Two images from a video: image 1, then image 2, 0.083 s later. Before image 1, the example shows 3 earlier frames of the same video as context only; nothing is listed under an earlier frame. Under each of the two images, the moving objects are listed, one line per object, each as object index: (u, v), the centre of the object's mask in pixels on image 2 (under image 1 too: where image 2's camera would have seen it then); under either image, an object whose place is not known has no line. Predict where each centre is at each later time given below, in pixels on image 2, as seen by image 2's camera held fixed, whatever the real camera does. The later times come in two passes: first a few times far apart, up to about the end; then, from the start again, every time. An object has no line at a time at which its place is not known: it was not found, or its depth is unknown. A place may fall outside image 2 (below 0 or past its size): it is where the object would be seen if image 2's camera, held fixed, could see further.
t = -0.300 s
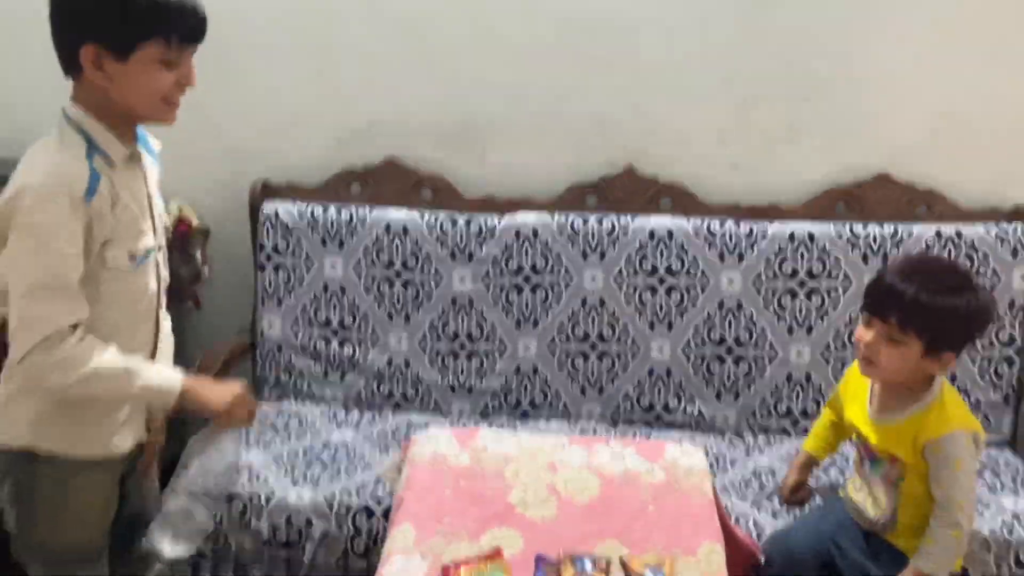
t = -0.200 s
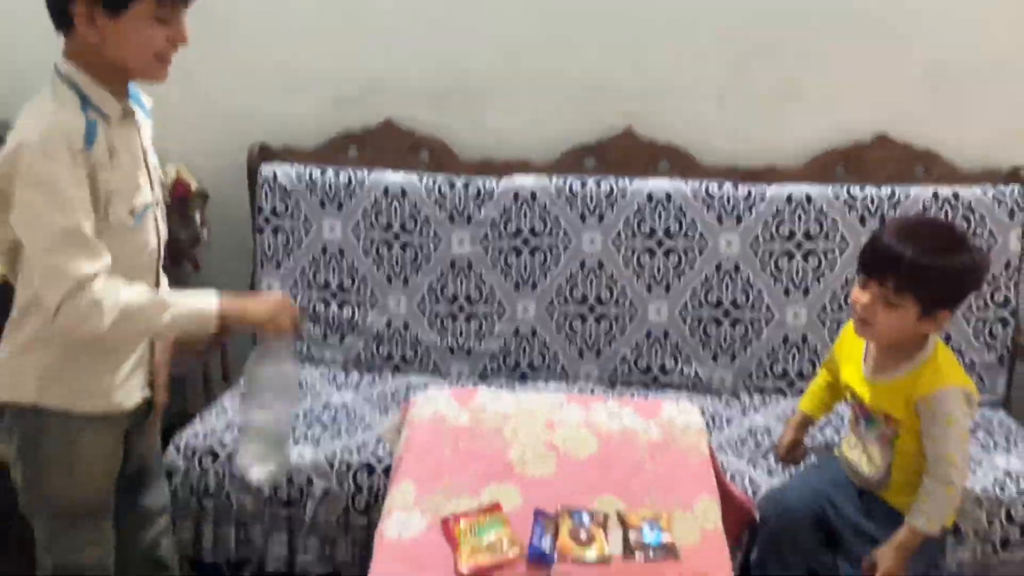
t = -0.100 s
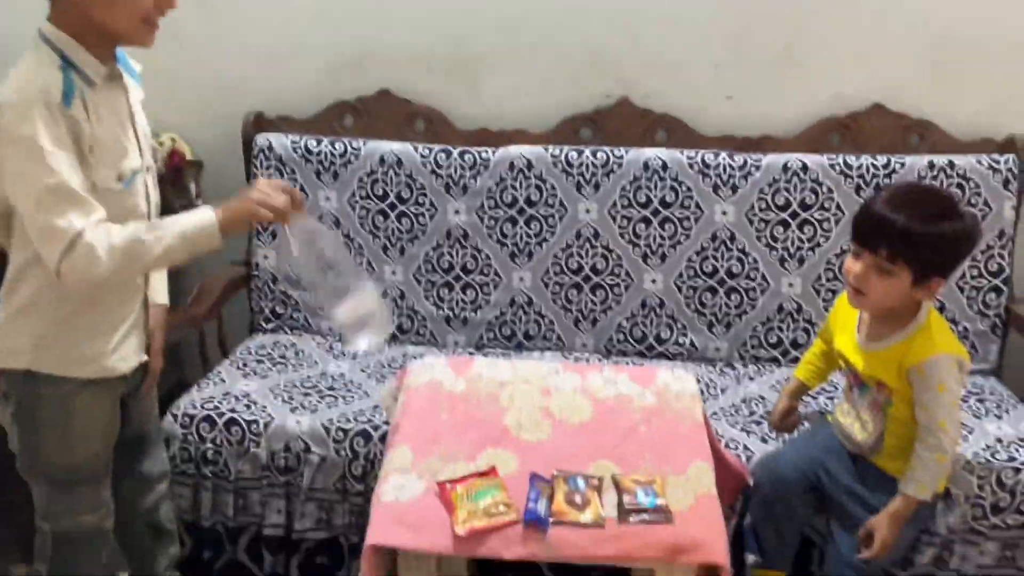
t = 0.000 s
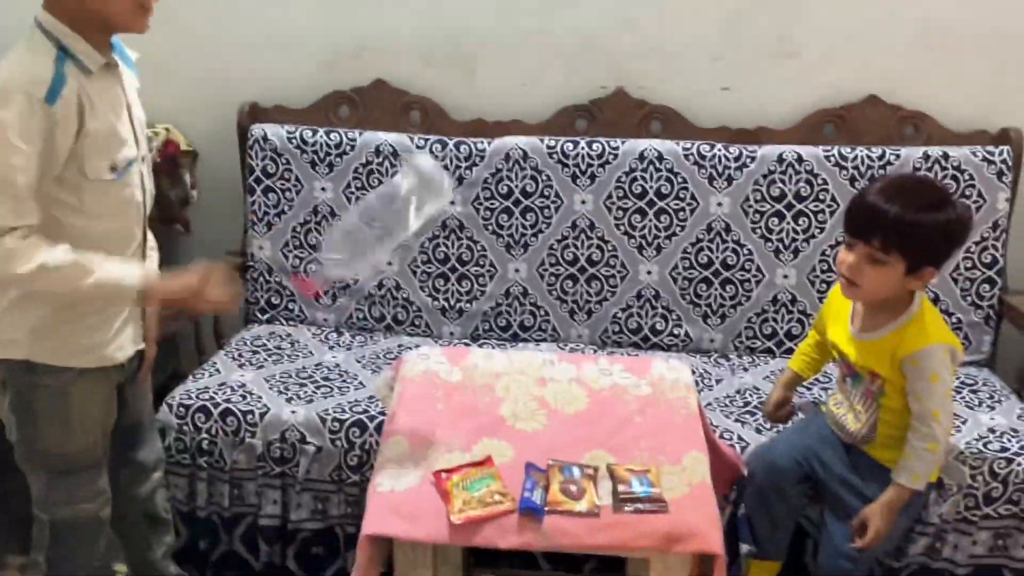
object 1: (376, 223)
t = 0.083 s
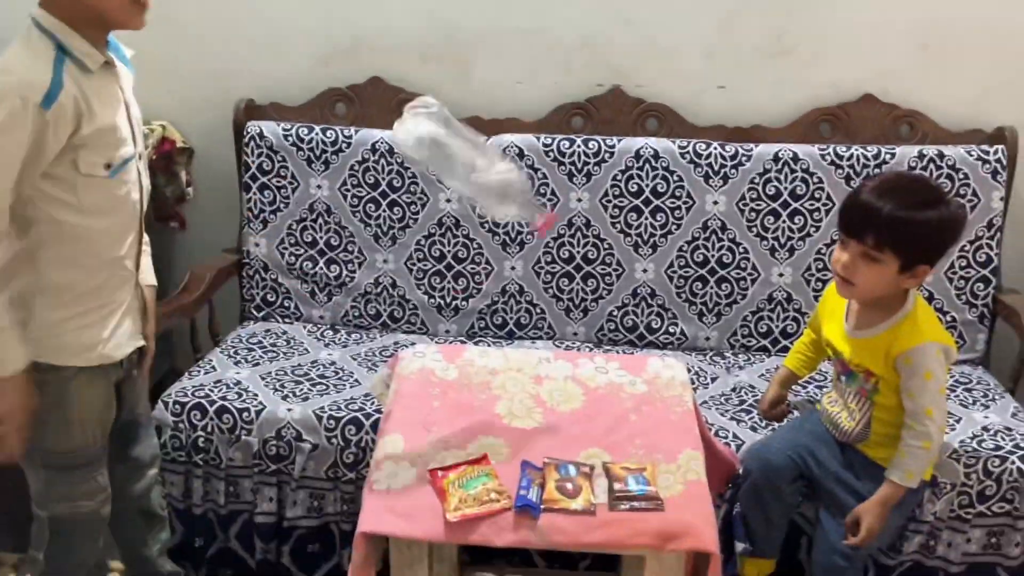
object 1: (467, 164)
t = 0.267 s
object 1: (547, 188)
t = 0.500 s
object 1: (625, 336)
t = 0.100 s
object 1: (480, 152)
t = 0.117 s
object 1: (486, 142)
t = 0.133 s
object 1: (492, 136)
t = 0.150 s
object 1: (497, 134)
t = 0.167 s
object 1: (503, 135)
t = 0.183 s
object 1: (509, 139)
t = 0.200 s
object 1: (516, 145)
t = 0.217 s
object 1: (523, 153)
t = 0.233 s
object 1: (528, 161)
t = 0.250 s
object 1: (539, 174)
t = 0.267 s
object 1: (547, 188)
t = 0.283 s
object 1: (555, 202)
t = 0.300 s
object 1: (561, 220)
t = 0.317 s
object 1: (567, 240)
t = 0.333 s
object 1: (576, 258)
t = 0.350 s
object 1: (583, 279)
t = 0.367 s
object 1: (589, 303)
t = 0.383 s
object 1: (596, 328)
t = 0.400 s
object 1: (600, 327)
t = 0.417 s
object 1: (604, 326)
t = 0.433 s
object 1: (606, 333)
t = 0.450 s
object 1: (609, 334)
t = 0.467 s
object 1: (615, 335)
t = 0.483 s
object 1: (620, 336)
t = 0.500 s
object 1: (625, 336)
